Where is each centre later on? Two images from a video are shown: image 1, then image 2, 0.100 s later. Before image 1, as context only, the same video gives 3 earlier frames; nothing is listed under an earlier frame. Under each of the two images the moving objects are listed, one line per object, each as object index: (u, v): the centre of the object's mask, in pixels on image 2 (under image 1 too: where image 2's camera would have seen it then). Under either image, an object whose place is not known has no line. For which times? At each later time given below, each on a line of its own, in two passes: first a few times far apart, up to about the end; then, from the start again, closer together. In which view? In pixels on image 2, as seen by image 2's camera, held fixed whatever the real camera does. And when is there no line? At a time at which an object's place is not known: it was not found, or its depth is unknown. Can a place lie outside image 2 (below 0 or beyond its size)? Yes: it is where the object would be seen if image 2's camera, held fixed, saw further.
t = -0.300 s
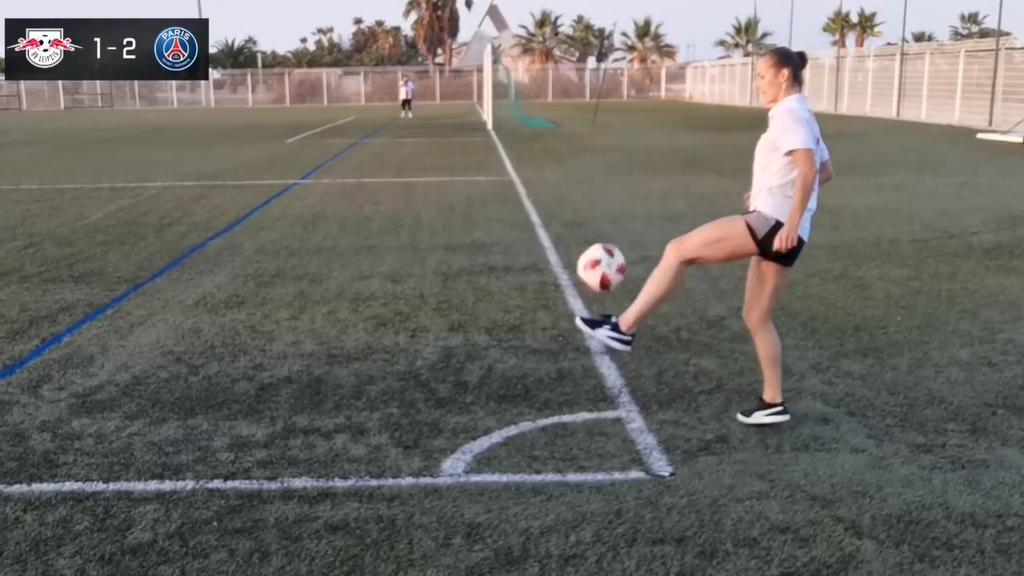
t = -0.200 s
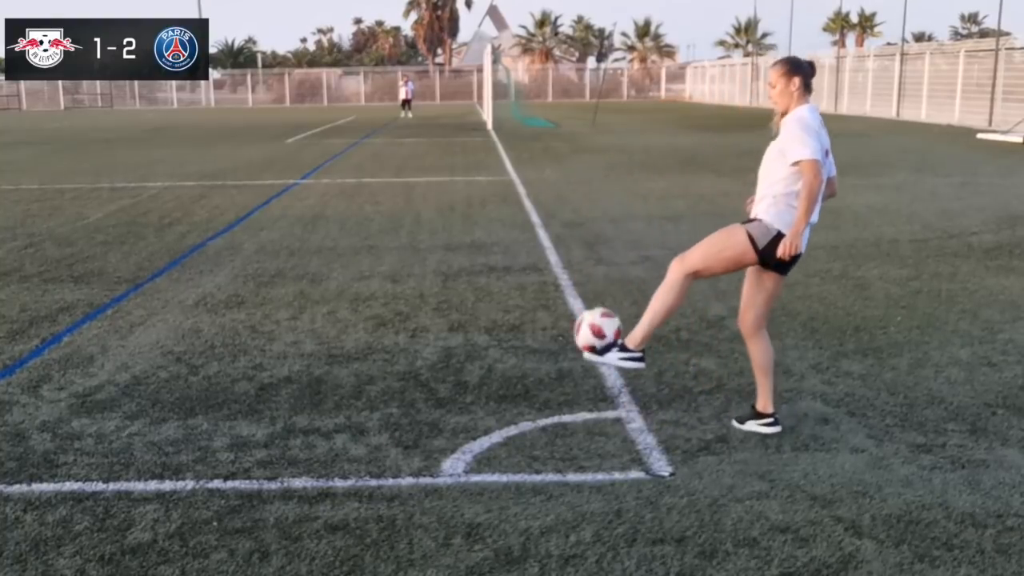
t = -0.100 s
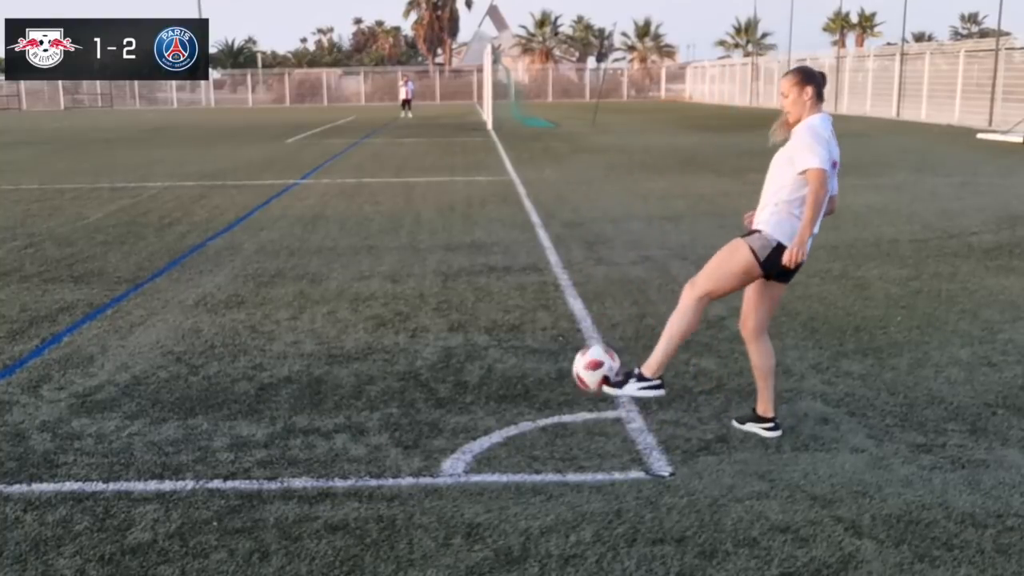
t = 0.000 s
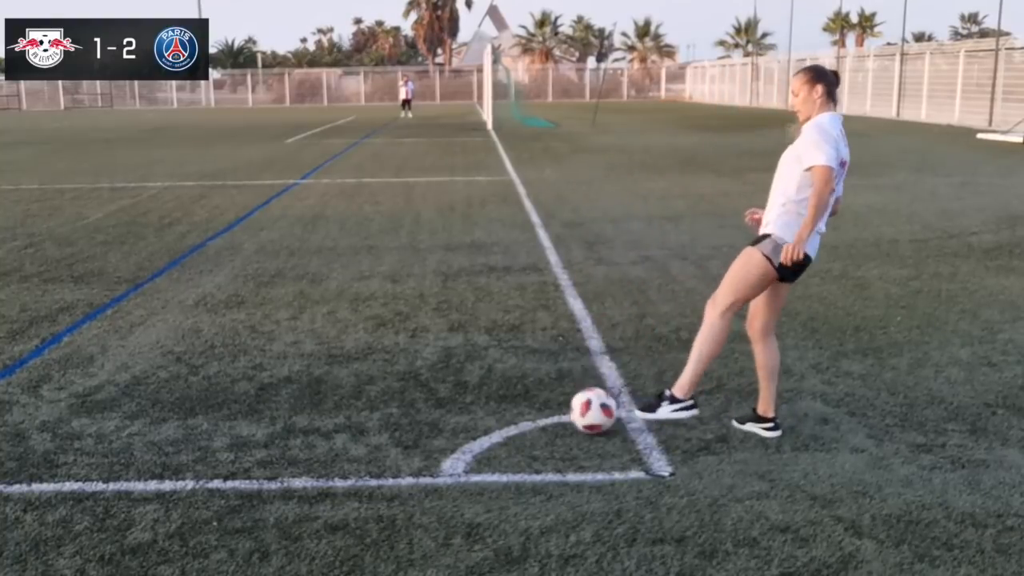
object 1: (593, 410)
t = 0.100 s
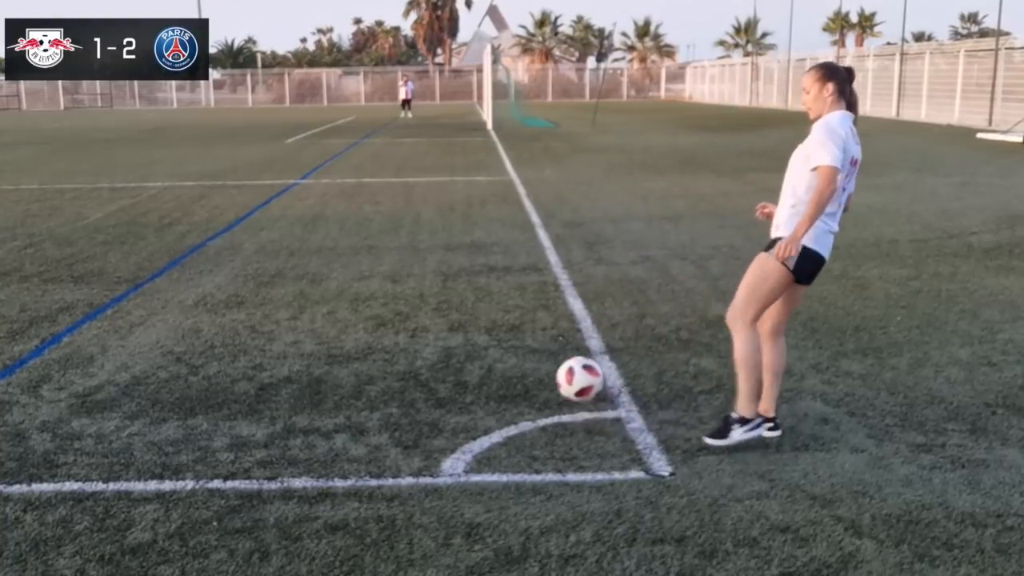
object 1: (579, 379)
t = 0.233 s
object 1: (562, 368)
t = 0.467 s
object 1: (533, 393)
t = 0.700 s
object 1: (507, 398)
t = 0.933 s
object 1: (481, 391)
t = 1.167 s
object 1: (458, 391)
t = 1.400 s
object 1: (437, 386)
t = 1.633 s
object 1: (421, 384)
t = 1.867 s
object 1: (409, 381)
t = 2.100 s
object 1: (401, 379)
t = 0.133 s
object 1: (575, 373)
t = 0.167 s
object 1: (571, 369)
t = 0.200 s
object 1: (566, 367)
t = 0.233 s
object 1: (562, 368)
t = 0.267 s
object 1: (557, 370)
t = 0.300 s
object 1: (553, 375)
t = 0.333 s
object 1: (549, 382)
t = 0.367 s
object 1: (545, 391)
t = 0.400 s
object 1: (541, 403)
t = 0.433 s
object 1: (537, 400)
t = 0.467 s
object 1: (533, 393)
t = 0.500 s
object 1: (529, 388)
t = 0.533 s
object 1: (525, 385)
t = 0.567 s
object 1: (521, 384)
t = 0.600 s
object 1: (518, 385)
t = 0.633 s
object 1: (514, 389)
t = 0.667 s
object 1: (510, 395)
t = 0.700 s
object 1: (507, 398)
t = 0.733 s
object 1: (504, 395)
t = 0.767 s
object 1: (499, 391)
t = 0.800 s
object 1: (496, 390)
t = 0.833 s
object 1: (492, 391)
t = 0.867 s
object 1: (488, 394)
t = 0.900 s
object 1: (484, 393)
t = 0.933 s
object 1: (481, 391)
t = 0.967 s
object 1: (478, 391)
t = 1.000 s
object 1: (474, 392)
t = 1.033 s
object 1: (471, 392)
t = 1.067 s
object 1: (468, 391)
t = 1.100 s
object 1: (464, 391)
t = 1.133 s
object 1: (461, 391)
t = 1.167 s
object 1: (458, 391)
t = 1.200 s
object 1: (455, 390)
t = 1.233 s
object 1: (451, 389)
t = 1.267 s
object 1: (448, 389)
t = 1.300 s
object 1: (445, 389)
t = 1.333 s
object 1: (442, 388)
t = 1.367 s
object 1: (439, 387)
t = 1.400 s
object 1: (437, 386)
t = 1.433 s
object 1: (434, 385)
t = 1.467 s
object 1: (432, 385)
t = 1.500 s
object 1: (430, 385)
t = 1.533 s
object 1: (427, 385)
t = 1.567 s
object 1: (425, 385)
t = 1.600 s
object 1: (423, 384)
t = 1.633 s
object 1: (421, 384)
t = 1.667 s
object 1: (419, 383)
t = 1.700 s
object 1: (417, 383)
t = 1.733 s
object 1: (415, 382)
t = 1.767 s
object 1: (413, 382)
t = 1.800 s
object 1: (412, 382)
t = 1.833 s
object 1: (410, 381)
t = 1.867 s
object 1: (409, 381)
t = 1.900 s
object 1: (408, 381)
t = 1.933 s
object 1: (407, 380)
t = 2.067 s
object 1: (402, 379)
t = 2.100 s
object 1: (401, 379)
